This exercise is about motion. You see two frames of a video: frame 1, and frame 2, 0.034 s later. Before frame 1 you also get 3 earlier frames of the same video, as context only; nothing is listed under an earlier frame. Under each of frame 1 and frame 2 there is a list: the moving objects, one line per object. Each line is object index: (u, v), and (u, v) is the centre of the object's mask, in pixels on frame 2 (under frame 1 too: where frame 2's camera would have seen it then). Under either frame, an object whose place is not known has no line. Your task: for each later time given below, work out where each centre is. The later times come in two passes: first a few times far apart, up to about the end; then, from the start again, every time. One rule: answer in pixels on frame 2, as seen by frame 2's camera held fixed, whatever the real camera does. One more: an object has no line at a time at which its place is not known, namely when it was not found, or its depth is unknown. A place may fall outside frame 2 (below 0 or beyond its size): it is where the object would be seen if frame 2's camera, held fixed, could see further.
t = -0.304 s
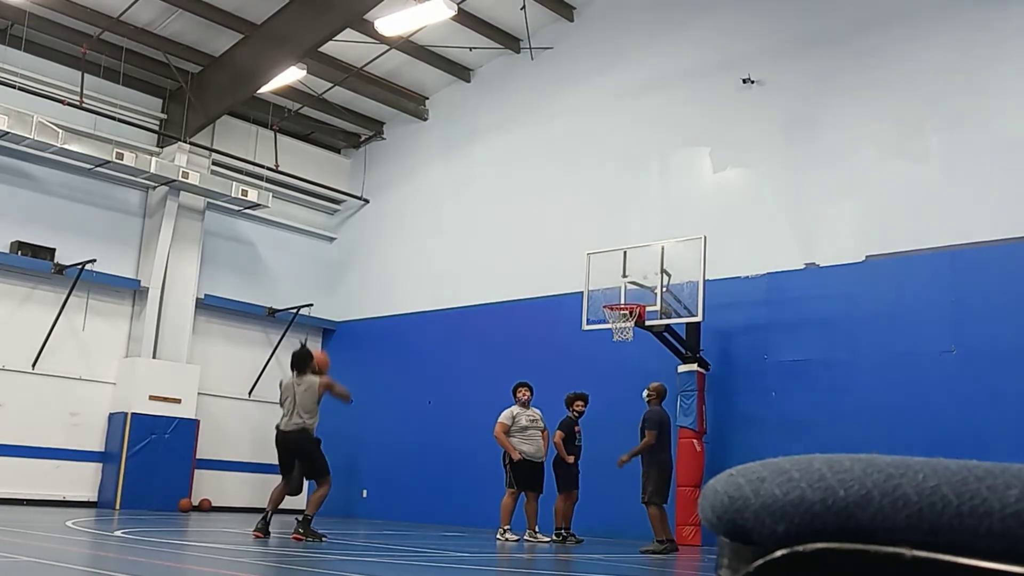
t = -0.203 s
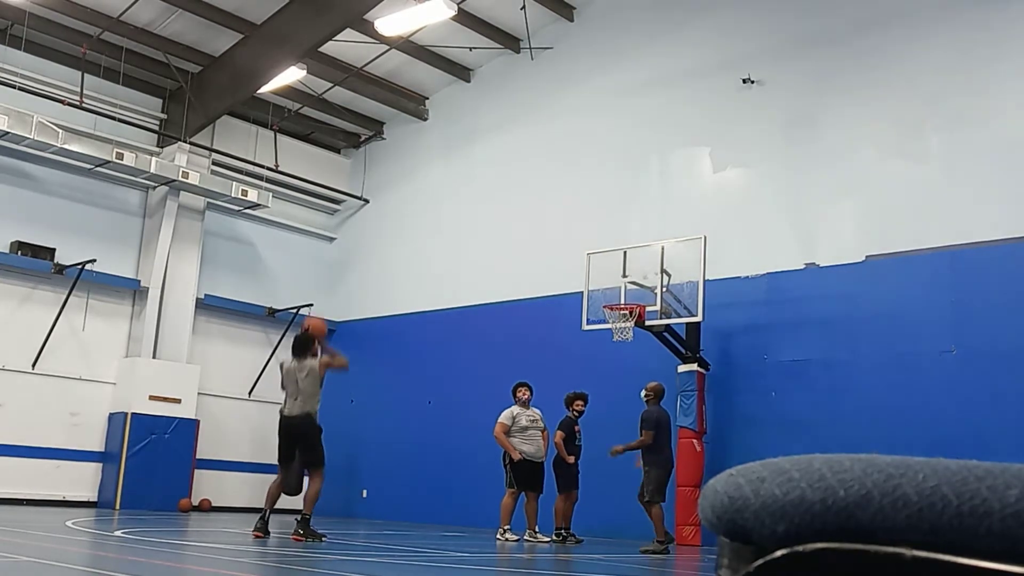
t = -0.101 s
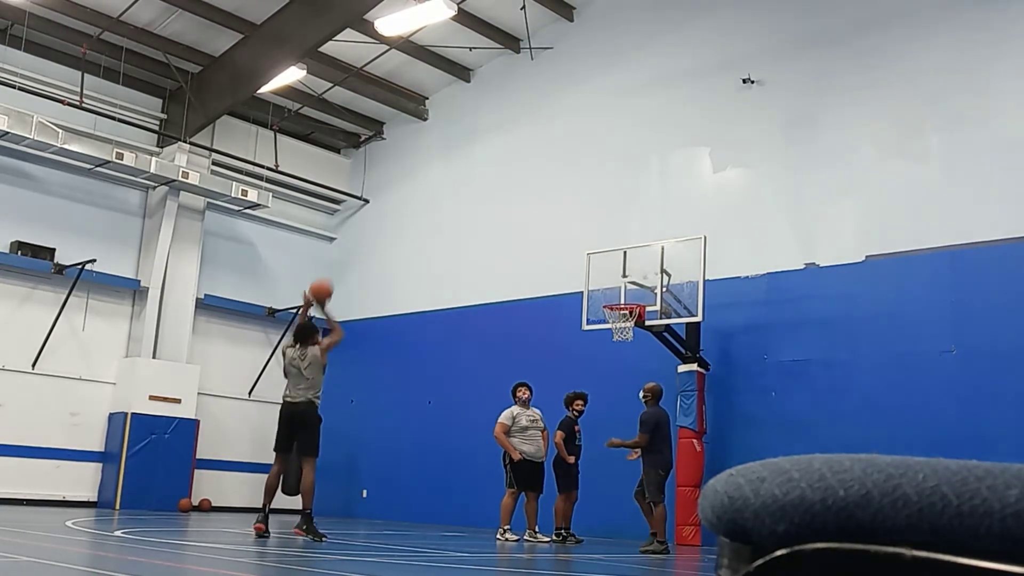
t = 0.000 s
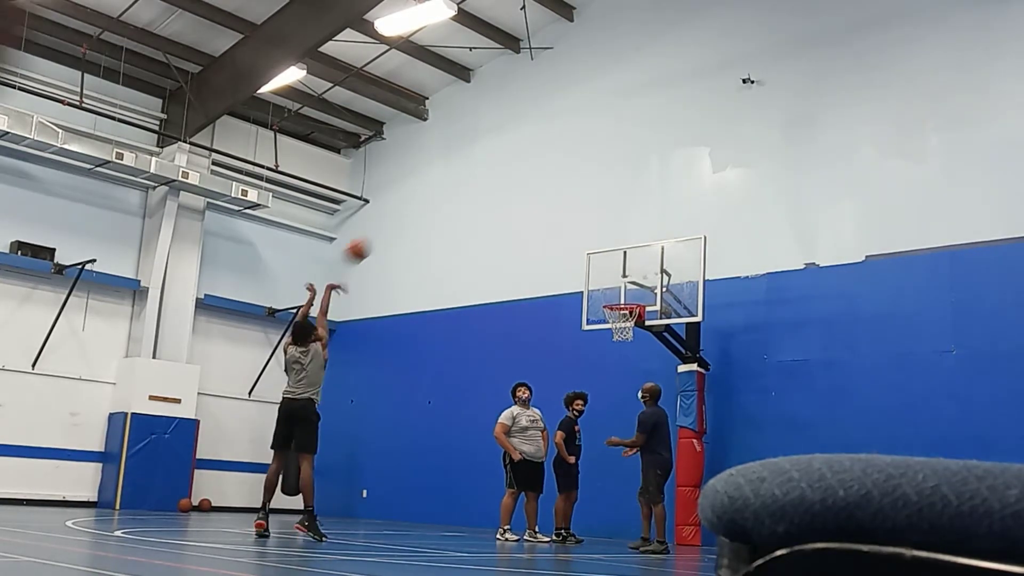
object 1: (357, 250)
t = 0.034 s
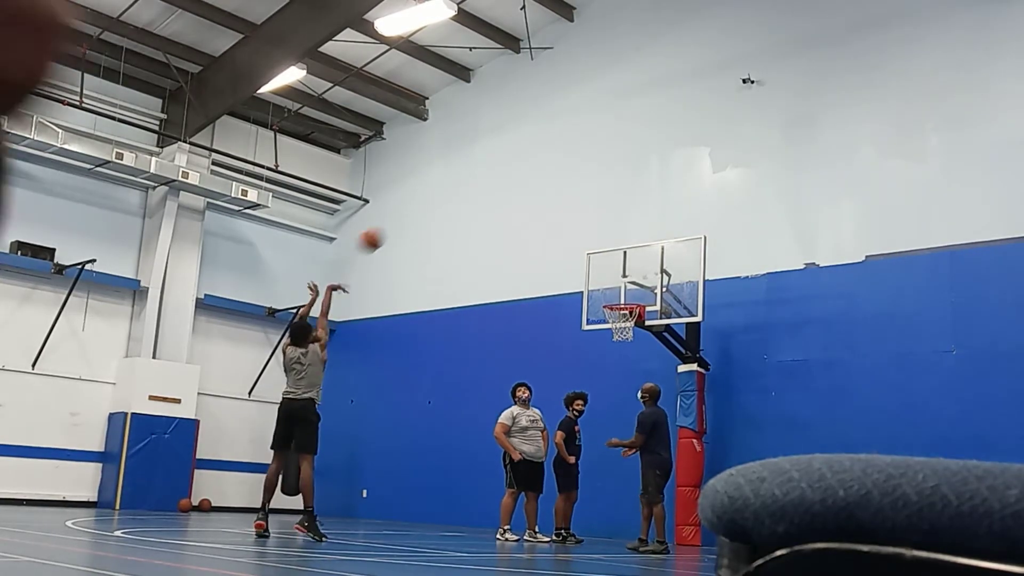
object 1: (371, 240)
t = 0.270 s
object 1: (458, 200)
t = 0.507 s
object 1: (528, 209)
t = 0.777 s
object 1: (597, 268)
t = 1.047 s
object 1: (635, 335)
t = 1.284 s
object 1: (641, 390)
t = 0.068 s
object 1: (385, 230)
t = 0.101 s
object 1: (398, 222)
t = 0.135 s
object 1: (411, 216)
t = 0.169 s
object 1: (423, 210)
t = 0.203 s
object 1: (435, 206)
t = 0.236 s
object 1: (446, 202)
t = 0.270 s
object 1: (458, 200)
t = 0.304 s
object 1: (469, 199)
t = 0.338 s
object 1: (479, 198)
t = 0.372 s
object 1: (489, 199)
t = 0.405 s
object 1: (500, 200)
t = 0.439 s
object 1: (509, 202)
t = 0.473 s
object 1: (519, 205)
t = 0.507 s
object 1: (528, 209)
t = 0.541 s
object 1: (538, 214)
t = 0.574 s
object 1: (547, 219)
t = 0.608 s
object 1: (555, 226)
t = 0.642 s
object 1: (564, 233)
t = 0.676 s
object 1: (572, 240)
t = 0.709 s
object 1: (580, 248)
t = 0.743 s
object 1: (589, 258)
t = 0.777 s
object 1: (597, 268)
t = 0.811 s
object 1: (605, 279)
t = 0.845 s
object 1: (612, 290)
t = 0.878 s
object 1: (620, 300)
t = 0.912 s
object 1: (623, 314)
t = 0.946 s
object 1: (632, 323)
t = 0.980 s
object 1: (633, 326)
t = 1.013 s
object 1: (634, 330)
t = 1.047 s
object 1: (635, 335)
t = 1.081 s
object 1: (636, 341)
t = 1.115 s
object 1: (637, 346)
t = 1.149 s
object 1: (638, 354)
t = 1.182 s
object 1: (639, 362)
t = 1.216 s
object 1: (639, 370)
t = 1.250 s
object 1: (640, 380)
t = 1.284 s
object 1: (641, 390)
